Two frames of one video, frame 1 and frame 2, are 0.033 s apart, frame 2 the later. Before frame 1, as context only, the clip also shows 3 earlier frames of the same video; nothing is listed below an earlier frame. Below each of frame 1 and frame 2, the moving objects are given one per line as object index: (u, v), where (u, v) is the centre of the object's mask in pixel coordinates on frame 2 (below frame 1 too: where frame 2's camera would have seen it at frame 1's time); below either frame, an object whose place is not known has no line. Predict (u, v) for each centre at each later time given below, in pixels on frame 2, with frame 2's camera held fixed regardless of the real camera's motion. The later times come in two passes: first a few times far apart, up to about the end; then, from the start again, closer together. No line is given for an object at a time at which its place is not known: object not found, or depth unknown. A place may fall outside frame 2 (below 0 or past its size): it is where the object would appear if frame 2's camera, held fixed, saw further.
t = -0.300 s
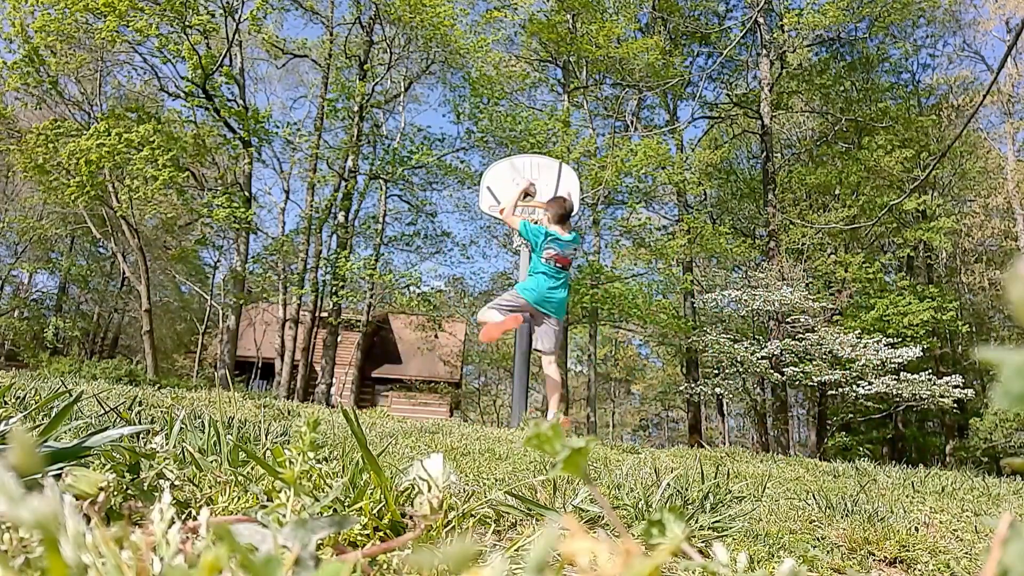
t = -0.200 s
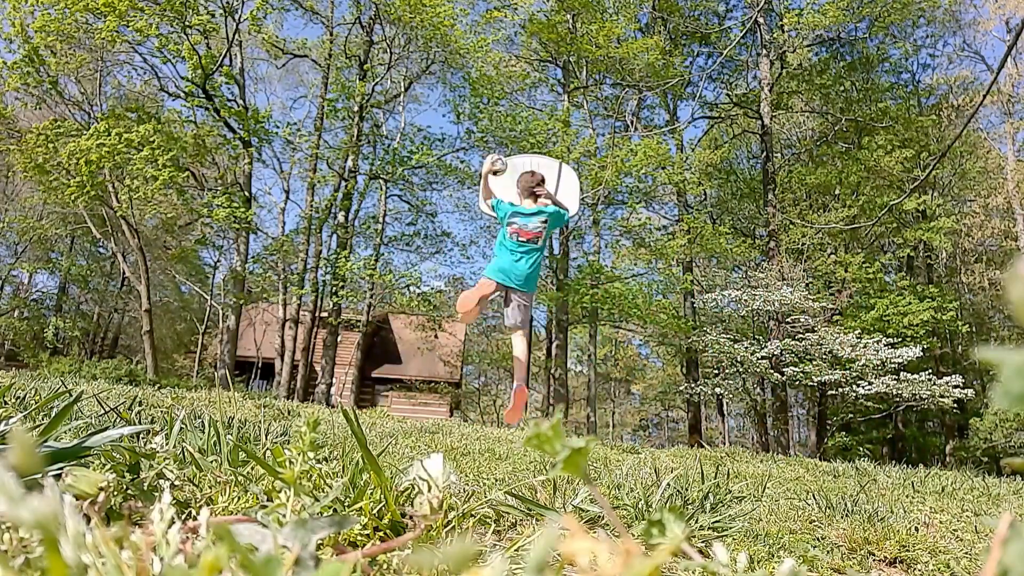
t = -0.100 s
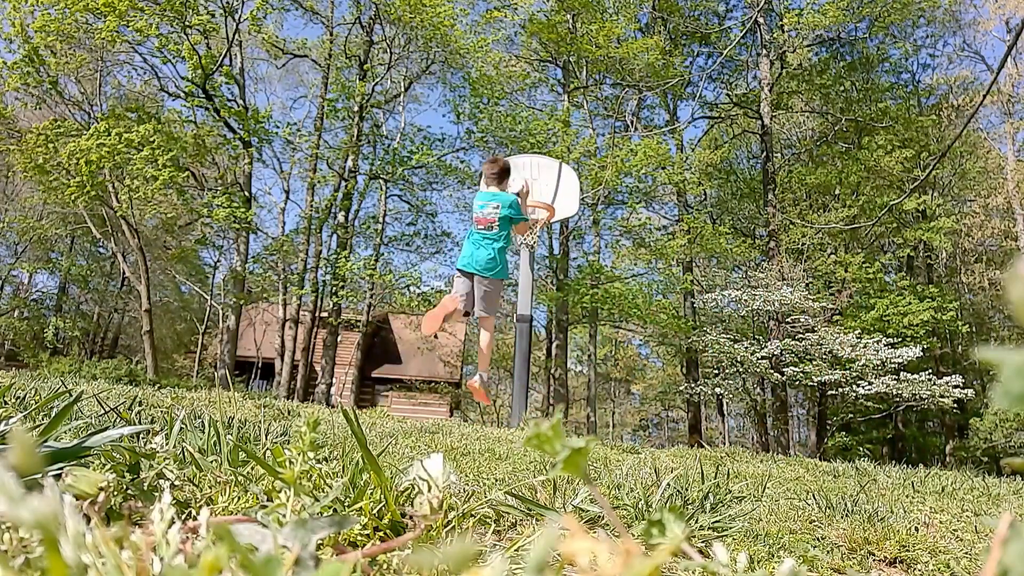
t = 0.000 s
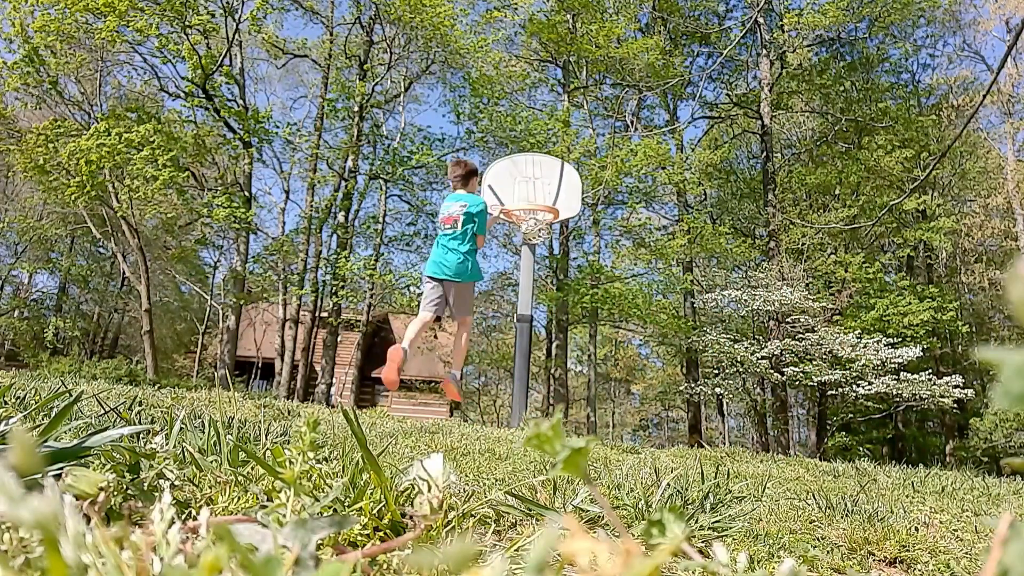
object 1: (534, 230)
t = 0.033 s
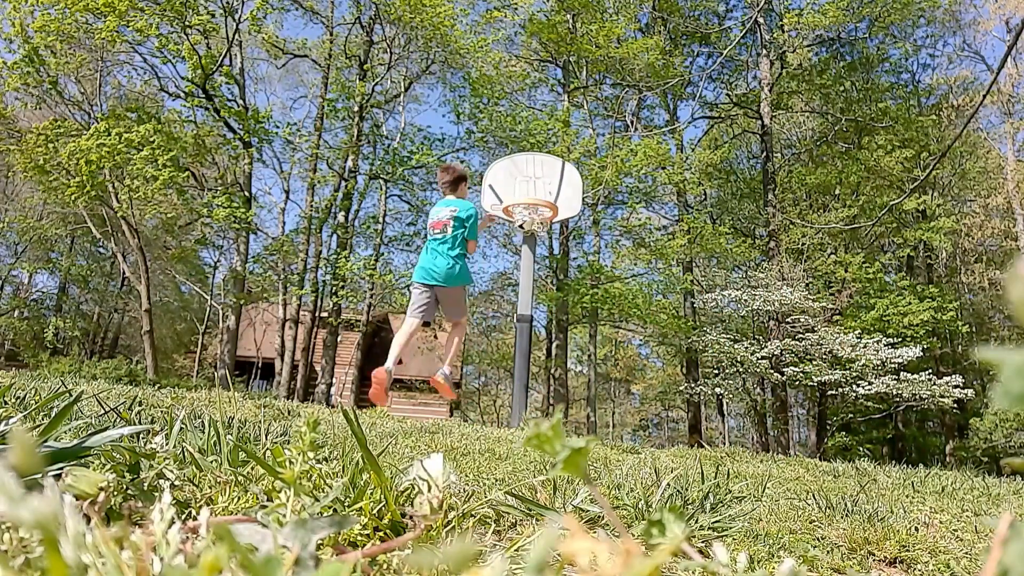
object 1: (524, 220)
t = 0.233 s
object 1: (509, 265)
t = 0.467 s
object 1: (489, 399)
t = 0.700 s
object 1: (489, 373)
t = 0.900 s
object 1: (491, 345)
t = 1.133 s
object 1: (489, 380)
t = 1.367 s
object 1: (474, 419)
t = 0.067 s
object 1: (520, 220)
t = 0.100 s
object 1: (518, 225)
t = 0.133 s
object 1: (516, 233)
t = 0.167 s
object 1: (514, 242)
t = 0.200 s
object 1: (512, 253)
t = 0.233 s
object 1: (509, 265)
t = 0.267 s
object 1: (506, 280)
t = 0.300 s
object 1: (503, 296)
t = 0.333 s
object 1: (501, 313)
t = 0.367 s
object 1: (498, 331)
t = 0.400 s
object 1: (495, 352)
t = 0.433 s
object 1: (492, 375)
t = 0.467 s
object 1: (489, 399)
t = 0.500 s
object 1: (486, 420)
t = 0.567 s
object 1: (485, 421)
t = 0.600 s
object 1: (485, 408)
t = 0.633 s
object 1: (486, 395)
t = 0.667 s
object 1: (488, 384)
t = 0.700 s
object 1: (489, 373)
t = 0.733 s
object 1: (490, 365)
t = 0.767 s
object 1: (491, 358)
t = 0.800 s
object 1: (491, 352)
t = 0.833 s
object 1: (491, 348)
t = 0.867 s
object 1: (491, 346)
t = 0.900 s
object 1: (491, 345)
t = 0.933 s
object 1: (492, 346)
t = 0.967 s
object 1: (491, 348)
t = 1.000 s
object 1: (491, 351)
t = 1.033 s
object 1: (491, 356)
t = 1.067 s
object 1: (490, 362)
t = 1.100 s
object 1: (490, 371)
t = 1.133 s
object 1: (489, 380)
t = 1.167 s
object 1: (488, 392)
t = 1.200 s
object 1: (486, 405)
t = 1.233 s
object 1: (486, 418)
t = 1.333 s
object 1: (479, 422)
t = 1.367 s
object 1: (474, 419)
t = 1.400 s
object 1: (470, 415)
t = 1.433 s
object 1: (467, 412)
